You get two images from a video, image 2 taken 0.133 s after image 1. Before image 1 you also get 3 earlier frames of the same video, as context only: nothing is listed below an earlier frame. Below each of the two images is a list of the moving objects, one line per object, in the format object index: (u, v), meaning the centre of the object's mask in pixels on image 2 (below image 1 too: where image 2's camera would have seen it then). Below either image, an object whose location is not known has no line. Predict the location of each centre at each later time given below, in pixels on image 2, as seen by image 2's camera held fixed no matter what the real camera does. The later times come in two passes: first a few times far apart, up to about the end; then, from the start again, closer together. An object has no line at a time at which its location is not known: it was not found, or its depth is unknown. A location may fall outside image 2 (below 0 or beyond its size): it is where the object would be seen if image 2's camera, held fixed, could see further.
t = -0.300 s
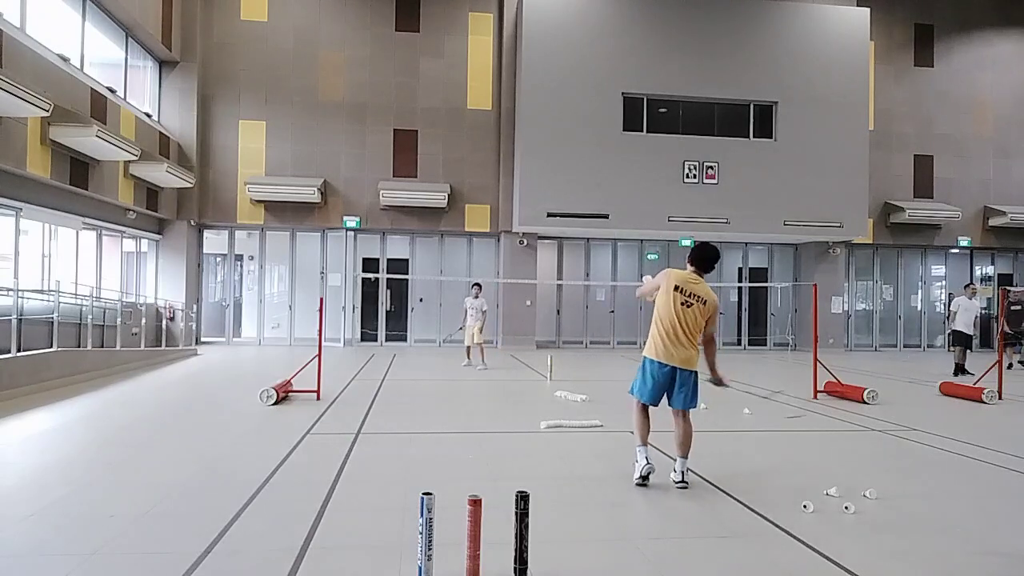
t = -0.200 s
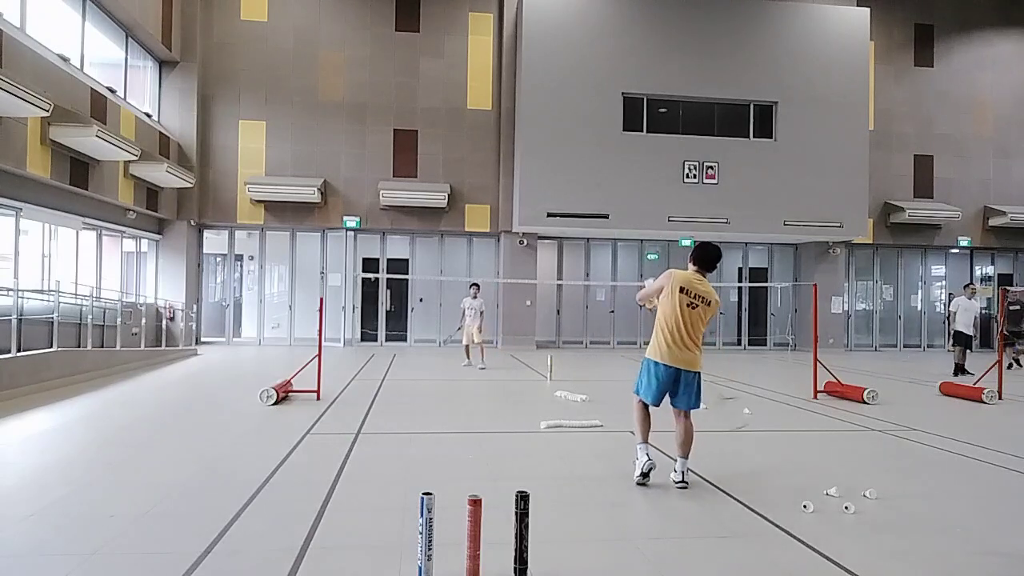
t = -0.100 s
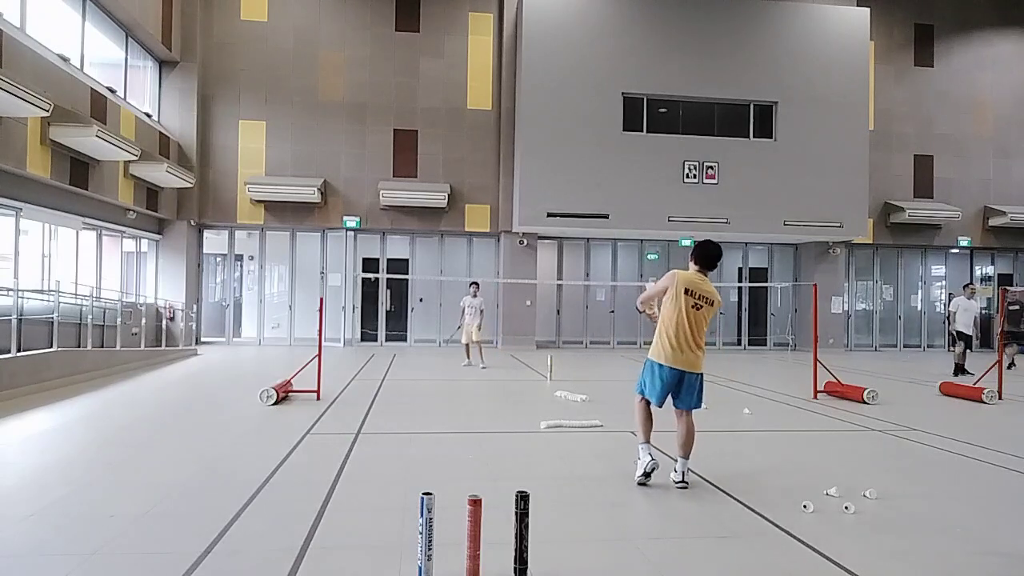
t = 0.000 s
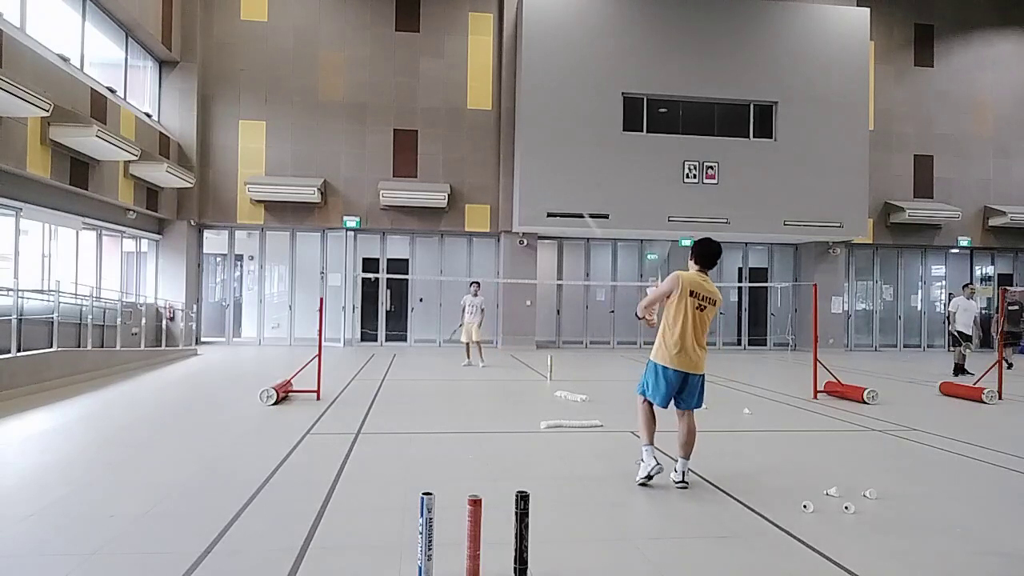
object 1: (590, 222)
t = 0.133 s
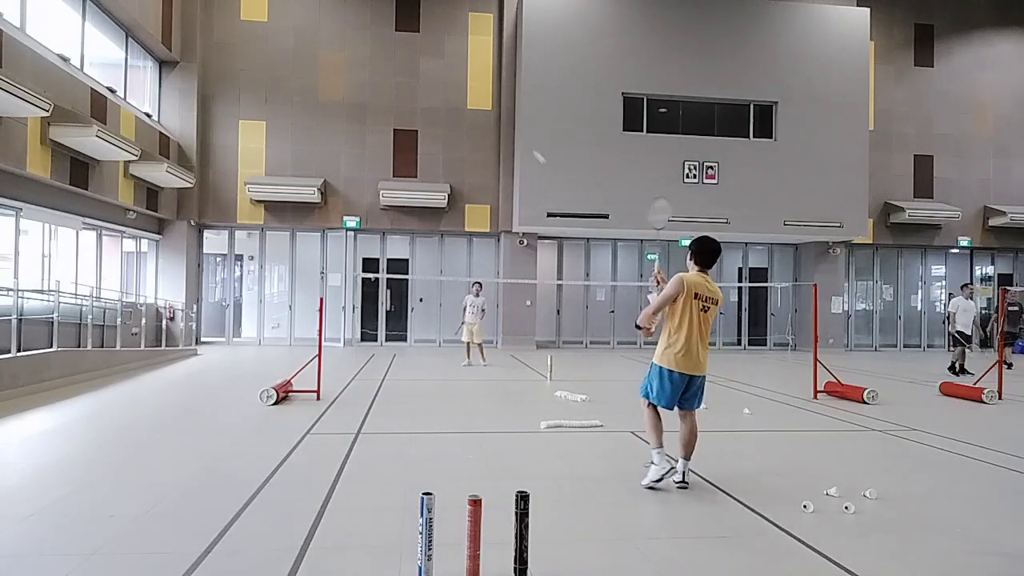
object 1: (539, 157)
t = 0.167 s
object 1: (529, 147)
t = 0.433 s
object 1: (479, 116)
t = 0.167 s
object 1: (529, 147)
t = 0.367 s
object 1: (489, 118)
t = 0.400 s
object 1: (484, 117)
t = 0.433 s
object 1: (479, 116)
